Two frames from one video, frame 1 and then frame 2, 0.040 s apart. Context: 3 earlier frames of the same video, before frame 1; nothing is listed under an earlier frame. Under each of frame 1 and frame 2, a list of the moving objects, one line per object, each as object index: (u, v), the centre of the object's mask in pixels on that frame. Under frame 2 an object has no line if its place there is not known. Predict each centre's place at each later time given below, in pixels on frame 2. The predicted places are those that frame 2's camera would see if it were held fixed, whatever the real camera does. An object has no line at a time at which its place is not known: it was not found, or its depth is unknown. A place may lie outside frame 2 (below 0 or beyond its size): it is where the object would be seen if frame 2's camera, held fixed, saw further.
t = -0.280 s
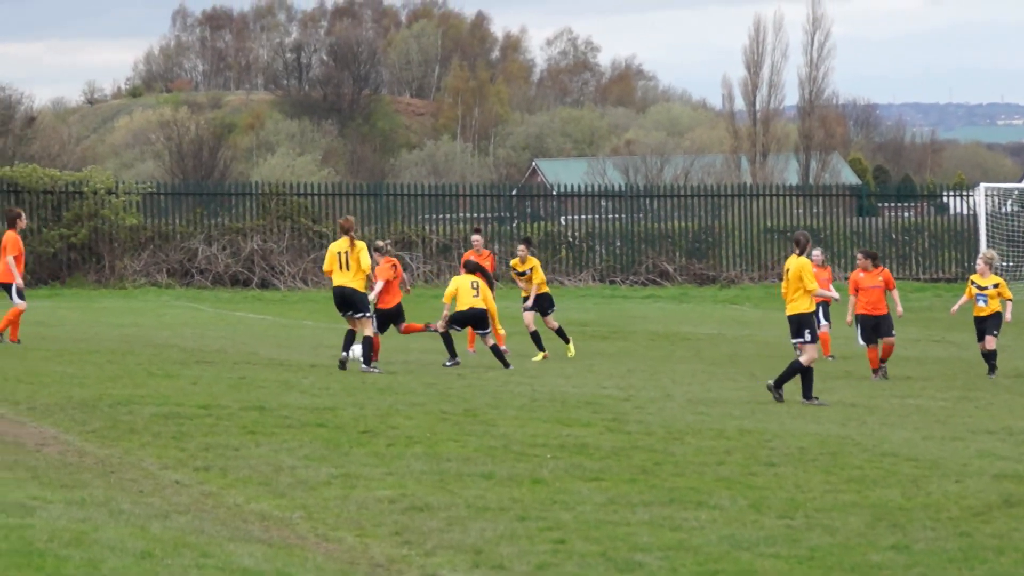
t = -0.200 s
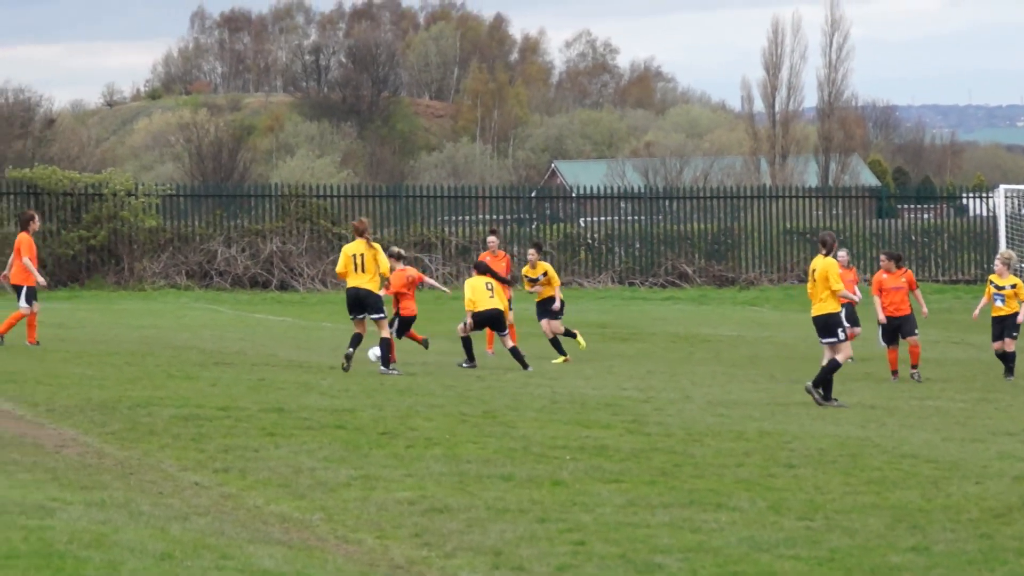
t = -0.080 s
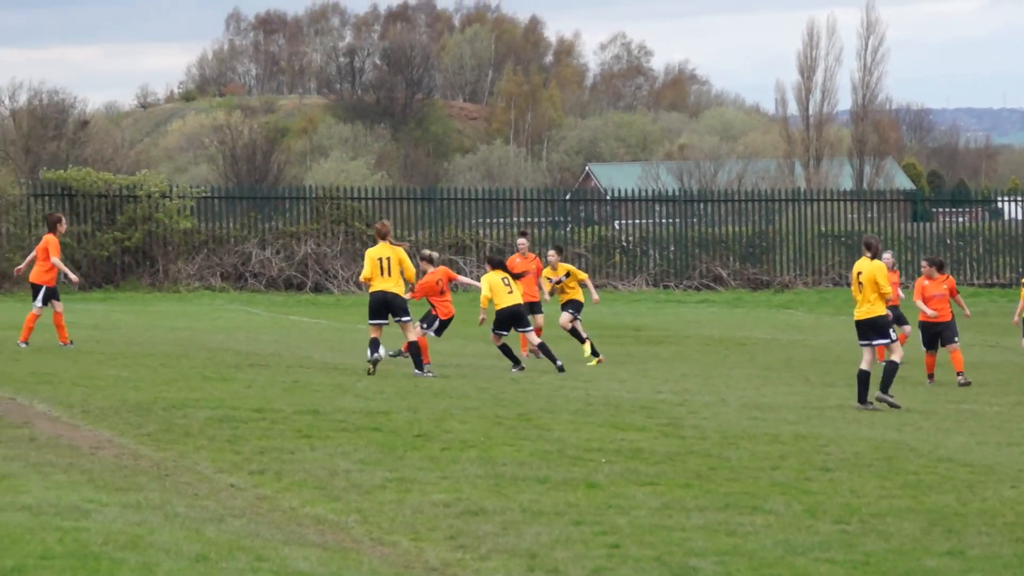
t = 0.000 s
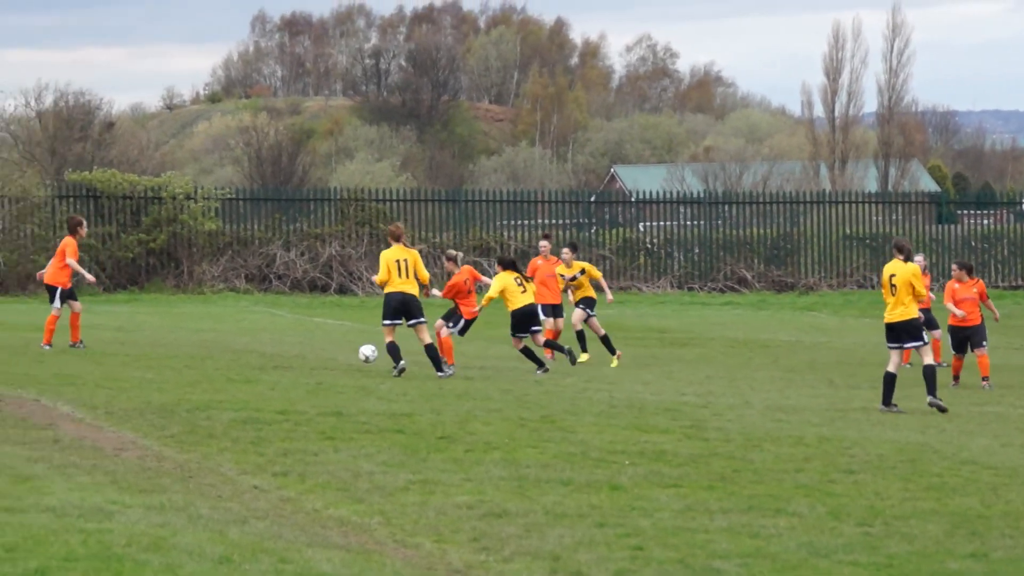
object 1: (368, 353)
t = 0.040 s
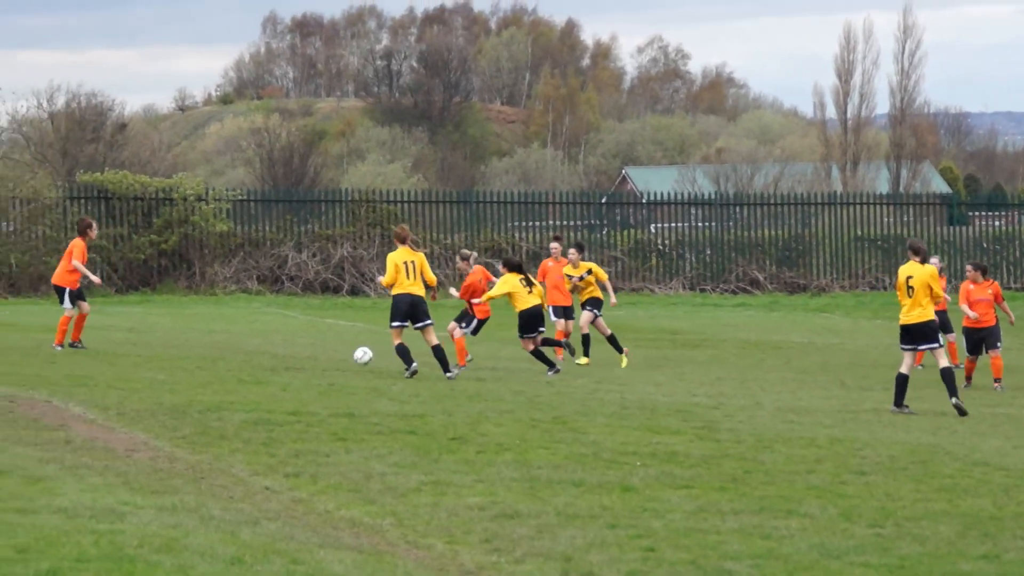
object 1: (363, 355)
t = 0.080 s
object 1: (349, 357)
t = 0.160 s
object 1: (325, 353)
